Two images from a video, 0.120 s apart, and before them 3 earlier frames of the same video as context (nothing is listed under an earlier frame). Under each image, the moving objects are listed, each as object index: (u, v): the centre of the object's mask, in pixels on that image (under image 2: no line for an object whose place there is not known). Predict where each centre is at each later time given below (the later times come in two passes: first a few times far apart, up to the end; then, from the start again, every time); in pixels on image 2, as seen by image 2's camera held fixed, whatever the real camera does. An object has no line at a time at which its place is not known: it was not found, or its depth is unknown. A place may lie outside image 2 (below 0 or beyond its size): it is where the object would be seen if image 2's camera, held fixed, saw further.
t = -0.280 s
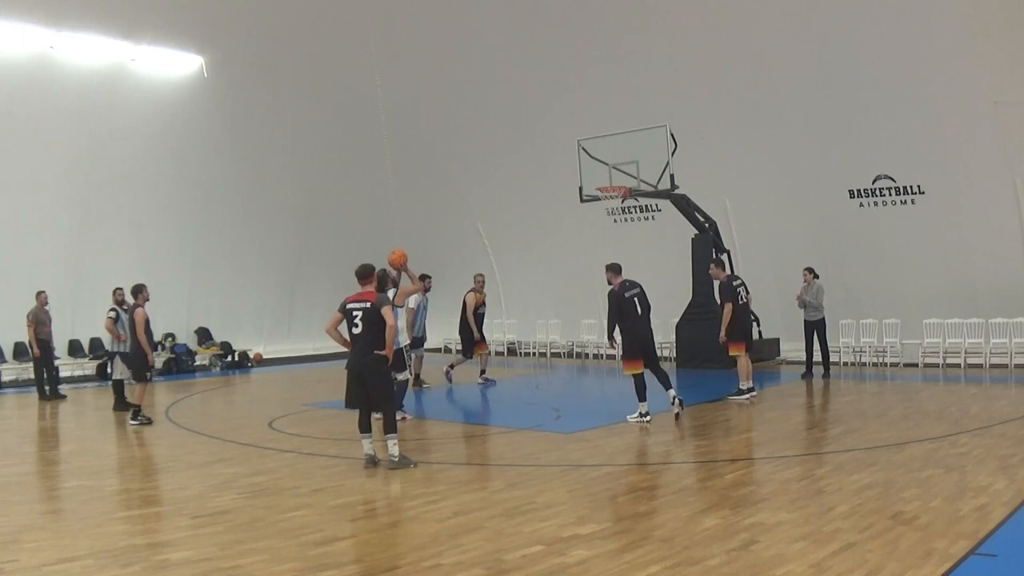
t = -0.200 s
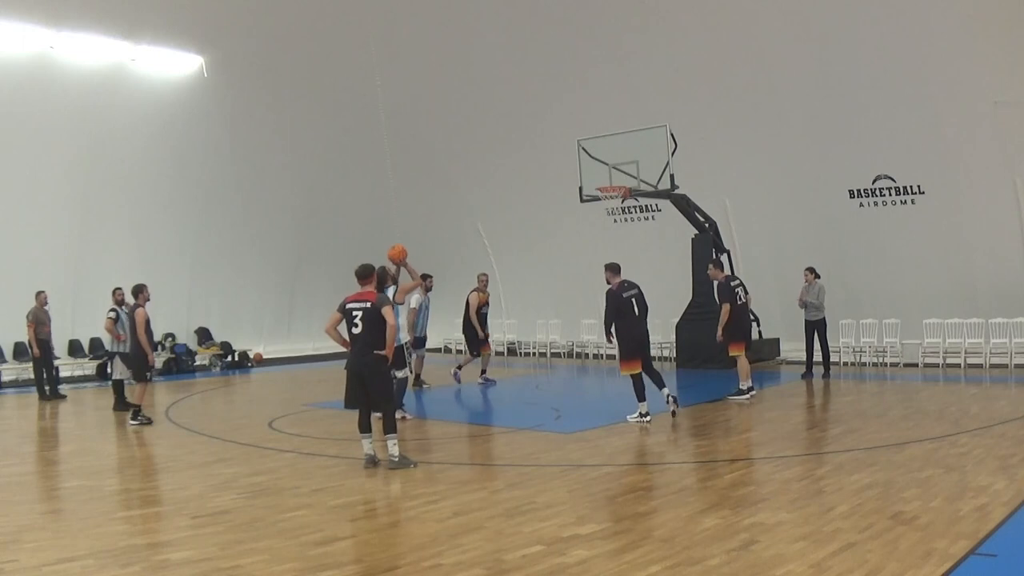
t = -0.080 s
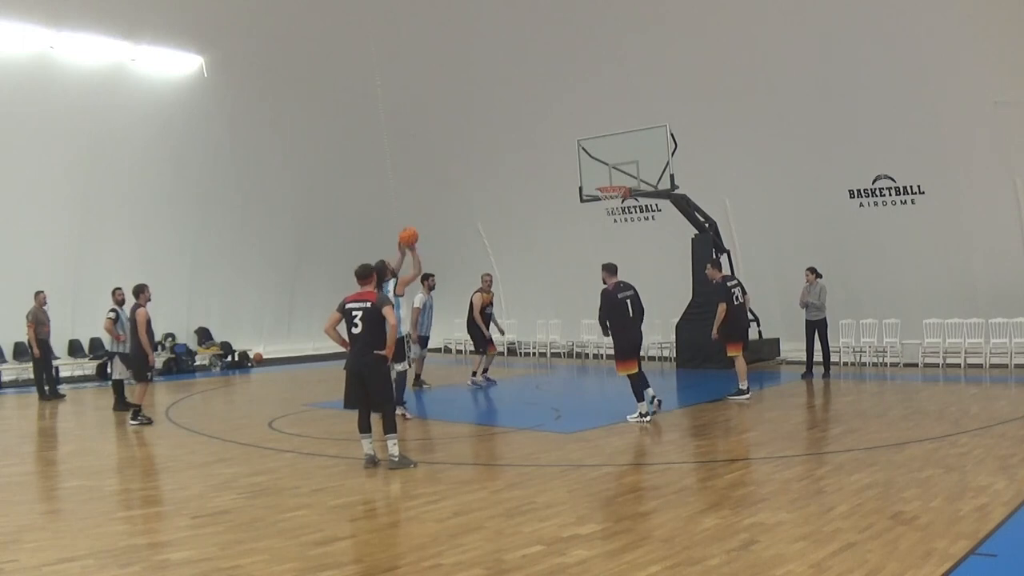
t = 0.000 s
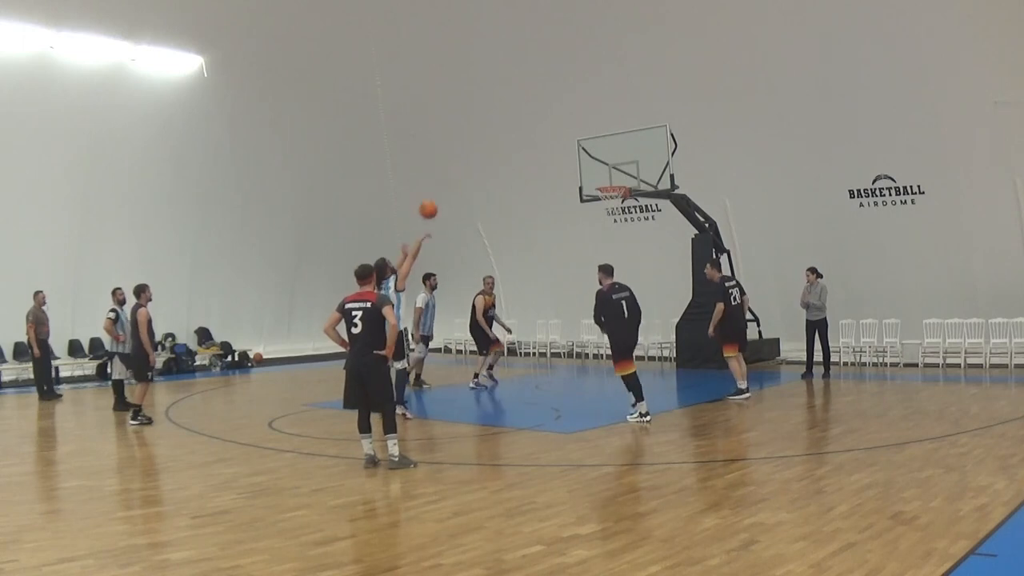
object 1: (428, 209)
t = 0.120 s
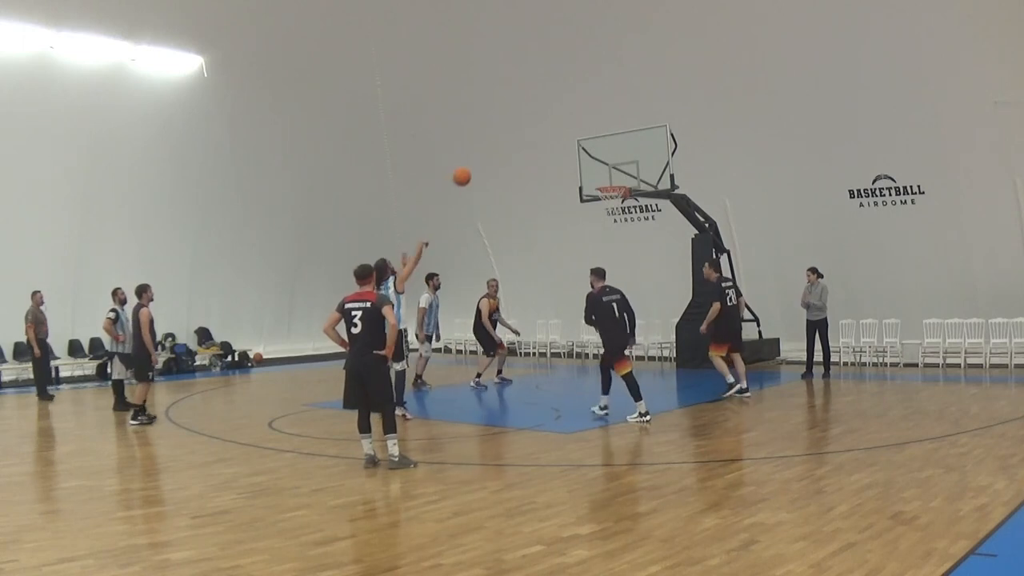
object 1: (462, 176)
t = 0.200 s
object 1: (483, 162)
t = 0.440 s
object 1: (542, 146)
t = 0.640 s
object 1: (586, 163)
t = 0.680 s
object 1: (595, 169)
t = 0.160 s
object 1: (472, 168)
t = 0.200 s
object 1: (483, 162)
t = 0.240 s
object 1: (493, 155)
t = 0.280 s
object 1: (503, 152)
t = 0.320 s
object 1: (513, 149)
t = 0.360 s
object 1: (523, 147)
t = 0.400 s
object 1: (533, 146)
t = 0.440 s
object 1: (542, 146)
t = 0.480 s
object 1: (551, 148)
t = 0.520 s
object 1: (560, 150)
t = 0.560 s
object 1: (569, 153)
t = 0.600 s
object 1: (578, 158)
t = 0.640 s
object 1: (586, 163)
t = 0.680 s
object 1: (595, 169)
